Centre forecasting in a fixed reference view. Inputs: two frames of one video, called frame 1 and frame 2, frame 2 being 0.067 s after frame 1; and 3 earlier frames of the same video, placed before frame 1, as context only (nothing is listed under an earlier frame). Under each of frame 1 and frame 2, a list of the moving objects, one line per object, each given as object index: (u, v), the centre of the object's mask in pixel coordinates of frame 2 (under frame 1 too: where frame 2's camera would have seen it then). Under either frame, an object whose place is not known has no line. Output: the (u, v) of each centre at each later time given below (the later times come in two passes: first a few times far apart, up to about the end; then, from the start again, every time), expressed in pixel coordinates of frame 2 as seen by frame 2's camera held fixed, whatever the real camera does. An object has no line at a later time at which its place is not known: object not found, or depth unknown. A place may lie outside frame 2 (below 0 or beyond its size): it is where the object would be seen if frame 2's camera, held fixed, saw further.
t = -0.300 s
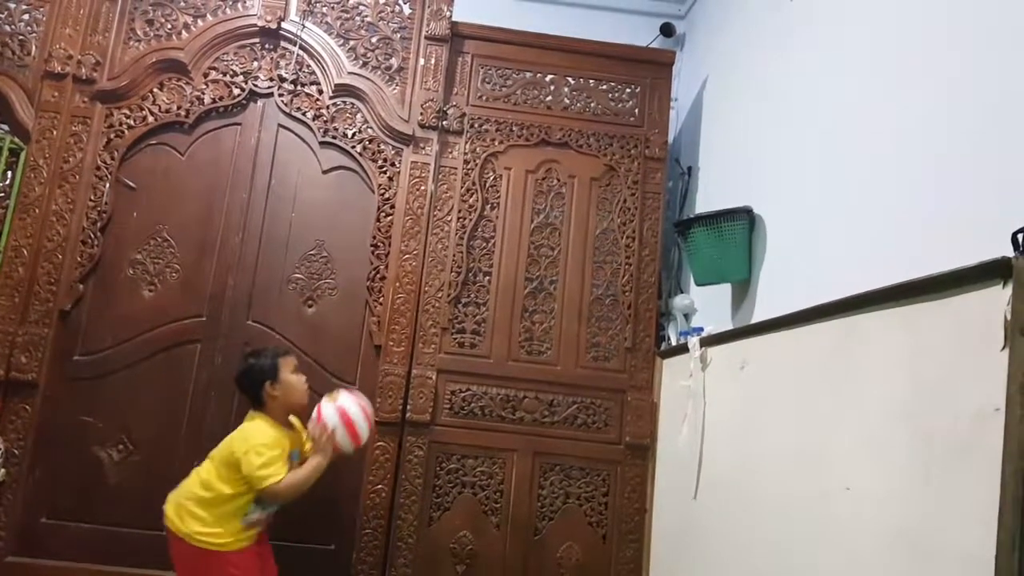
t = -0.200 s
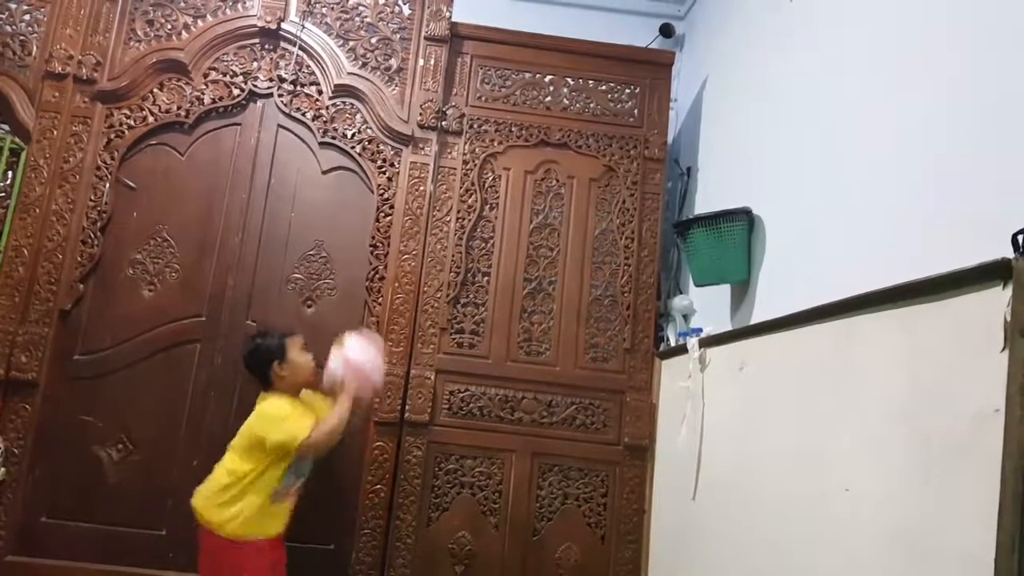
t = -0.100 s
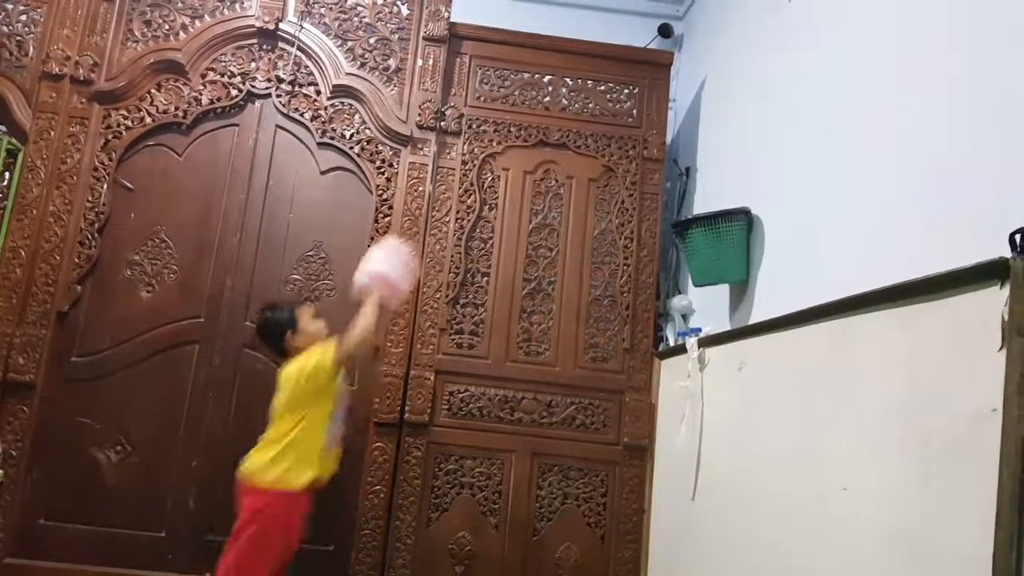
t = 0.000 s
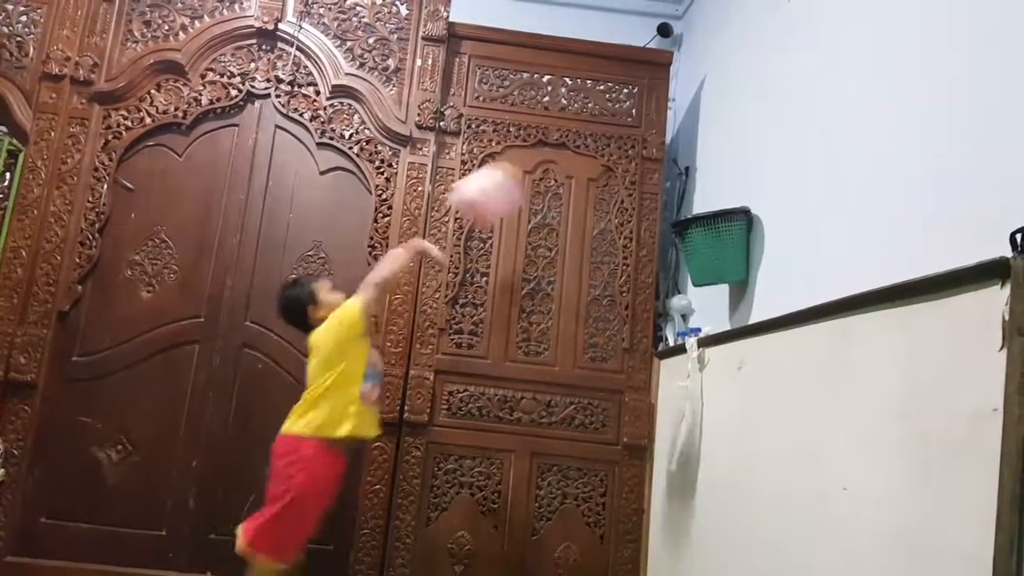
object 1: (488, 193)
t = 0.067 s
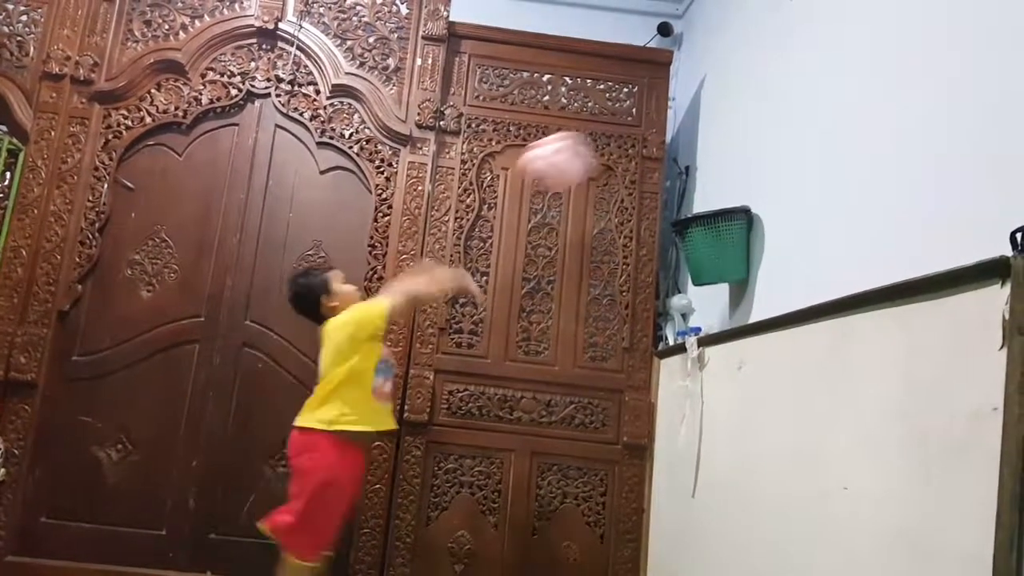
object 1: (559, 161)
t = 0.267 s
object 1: (732, 131)
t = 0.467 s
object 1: (648, 148)
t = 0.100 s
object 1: (590, 150)
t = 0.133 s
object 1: (623, 140)
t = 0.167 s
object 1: (651, 134)
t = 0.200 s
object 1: (677, 129)
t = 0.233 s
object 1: (707, 129)
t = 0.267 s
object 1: (732, 131)
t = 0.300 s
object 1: (717, 127)
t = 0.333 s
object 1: (705, 125)
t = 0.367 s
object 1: (691, 128)
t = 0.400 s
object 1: (677, 130)
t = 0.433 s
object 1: (662, 138)
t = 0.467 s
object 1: (648, 148)
